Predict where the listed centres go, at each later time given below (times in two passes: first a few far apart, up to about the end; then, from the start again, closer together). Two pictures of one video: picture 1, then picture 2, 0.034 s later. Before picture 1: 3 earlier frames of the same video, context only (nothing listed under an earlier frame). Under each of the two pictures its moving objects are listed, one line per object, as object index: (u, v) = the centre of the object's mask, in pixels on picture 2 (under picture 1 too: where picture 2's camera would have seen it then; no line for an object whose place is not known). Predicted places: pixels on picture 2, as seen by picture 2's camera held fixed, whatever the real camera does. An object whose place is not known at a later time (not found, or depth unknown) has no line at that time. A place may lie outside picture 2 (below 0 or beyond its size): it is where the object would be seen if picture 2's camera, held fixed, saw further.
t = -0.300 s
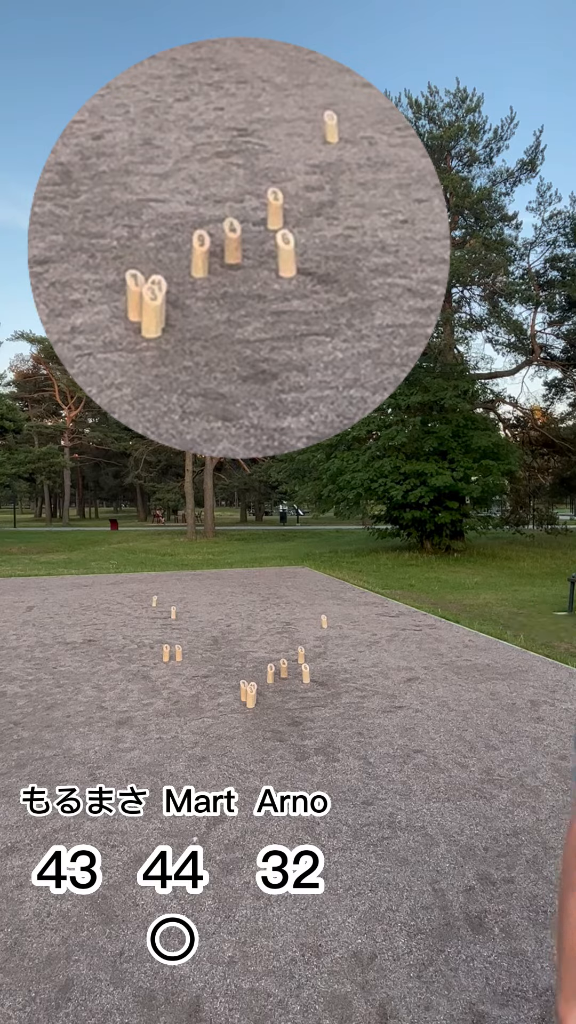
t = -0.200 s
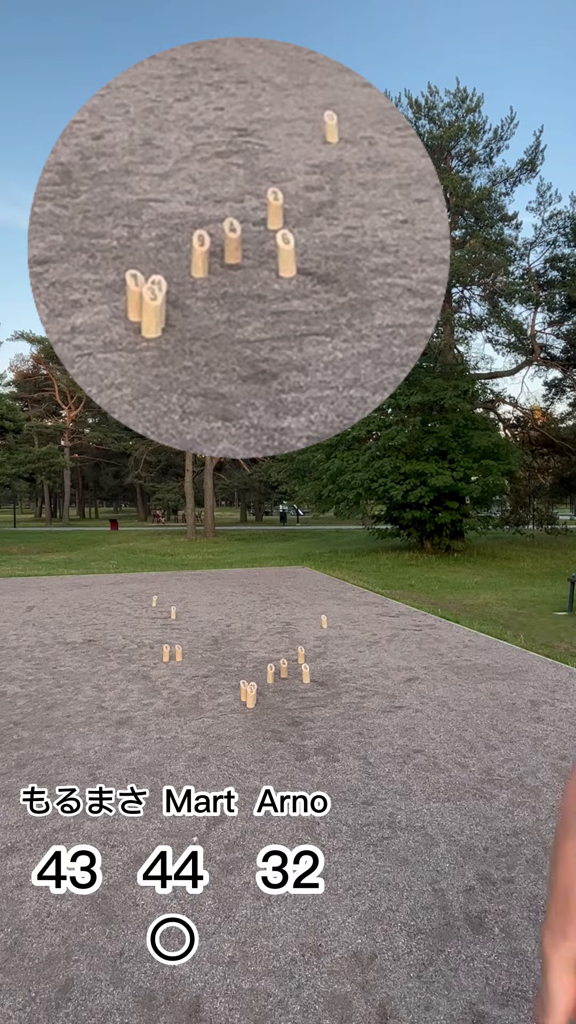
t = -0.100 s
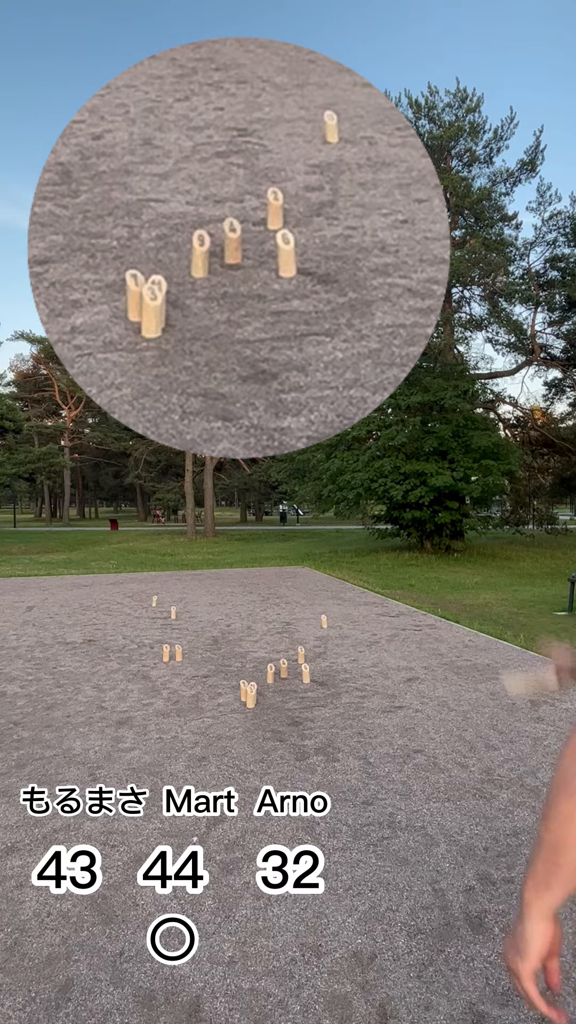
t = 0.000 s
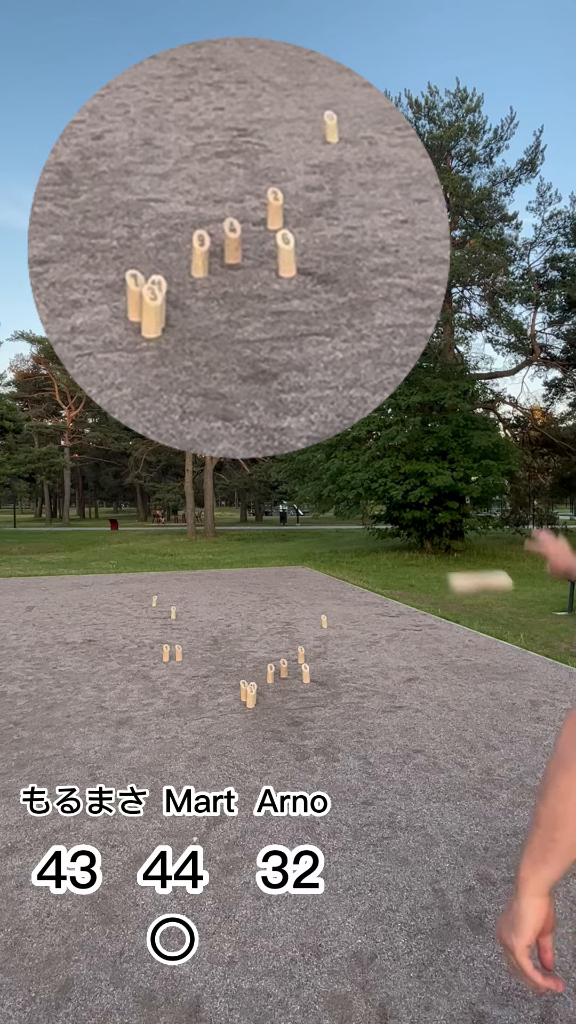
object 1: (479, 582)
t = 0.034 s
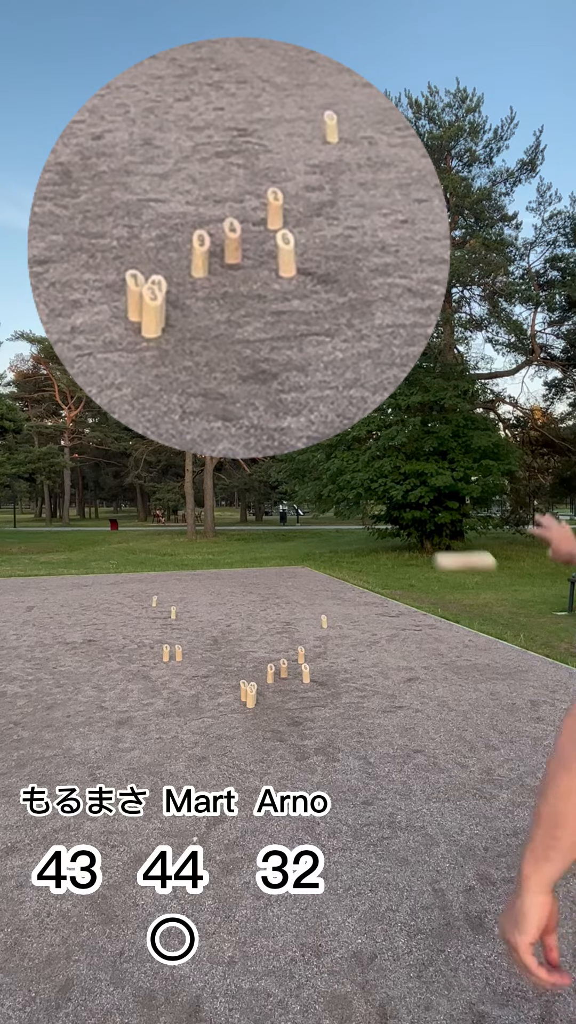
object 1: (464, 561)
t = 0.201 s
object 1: (408, 517)
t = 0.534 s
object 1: (347, 586)
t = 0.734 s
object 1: (326, 676)
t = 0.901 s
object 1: (320, 669)
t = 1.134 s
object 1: (312, 669)
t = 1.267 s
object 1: (305, 669)
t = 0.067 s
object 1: (451, 545)
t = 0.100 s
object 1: (438, 533)
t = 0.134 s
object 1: (427, 525)
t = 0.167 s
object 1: (417, 519)
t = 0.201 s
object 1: (408, 517)
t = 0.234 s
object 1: (400, 516)
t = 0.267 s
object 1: (393, 518)
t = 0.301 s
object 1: (385, 522)
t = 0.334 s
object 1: (379, 527)
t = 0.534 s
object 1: (347, 586)
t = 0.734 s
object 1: (326, 676)
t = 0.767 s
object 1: (323, 682)
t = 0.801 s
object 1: (321, 678)
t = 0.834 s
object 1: (320, 674)
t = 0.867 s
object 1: (320, 671)
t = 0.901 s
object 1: (320, 669)
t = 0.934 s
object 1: (319, 668)
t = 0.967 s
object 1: (320, 669)
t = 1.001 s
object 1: (319, 669)
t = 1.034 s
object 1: (318, 670)
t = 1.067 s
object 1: (317, 670)
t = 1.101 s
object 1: (315, 670)
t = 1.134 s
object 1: (312, 669)
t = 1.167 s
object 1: (310, 669)
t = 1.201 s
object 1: (308, 669)
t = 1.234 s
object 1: (307, 669)
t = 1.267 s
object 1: (305, 669)
